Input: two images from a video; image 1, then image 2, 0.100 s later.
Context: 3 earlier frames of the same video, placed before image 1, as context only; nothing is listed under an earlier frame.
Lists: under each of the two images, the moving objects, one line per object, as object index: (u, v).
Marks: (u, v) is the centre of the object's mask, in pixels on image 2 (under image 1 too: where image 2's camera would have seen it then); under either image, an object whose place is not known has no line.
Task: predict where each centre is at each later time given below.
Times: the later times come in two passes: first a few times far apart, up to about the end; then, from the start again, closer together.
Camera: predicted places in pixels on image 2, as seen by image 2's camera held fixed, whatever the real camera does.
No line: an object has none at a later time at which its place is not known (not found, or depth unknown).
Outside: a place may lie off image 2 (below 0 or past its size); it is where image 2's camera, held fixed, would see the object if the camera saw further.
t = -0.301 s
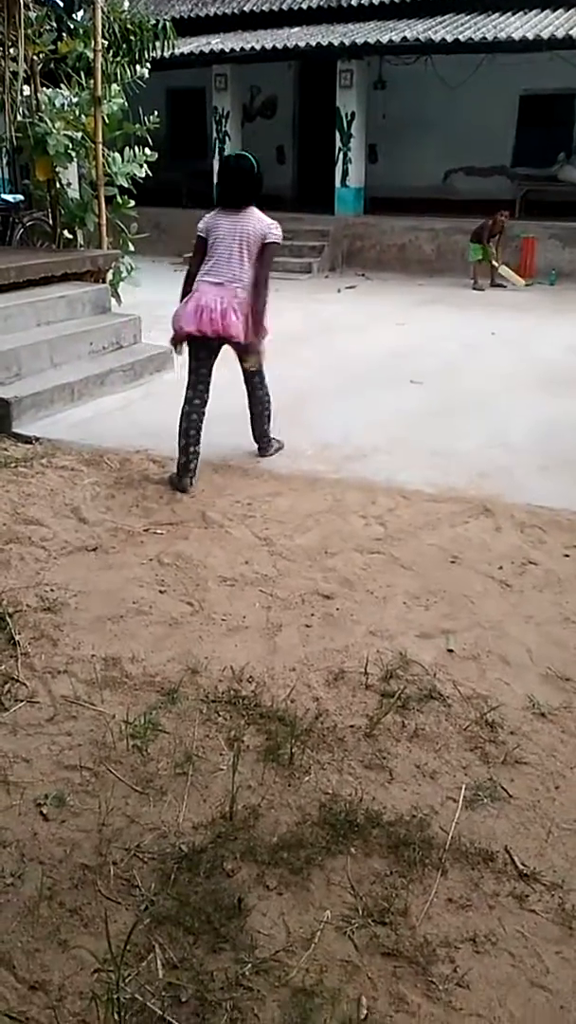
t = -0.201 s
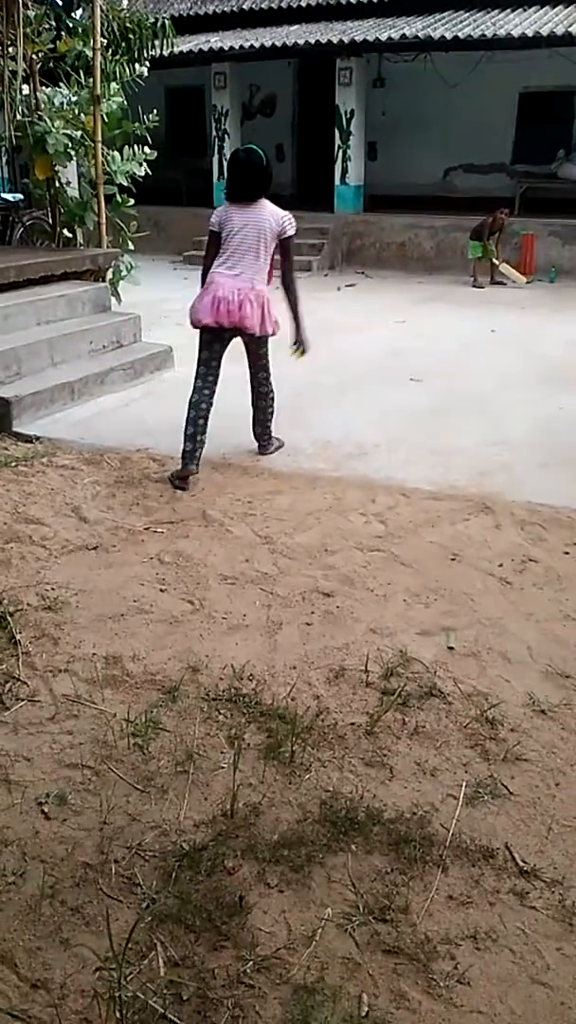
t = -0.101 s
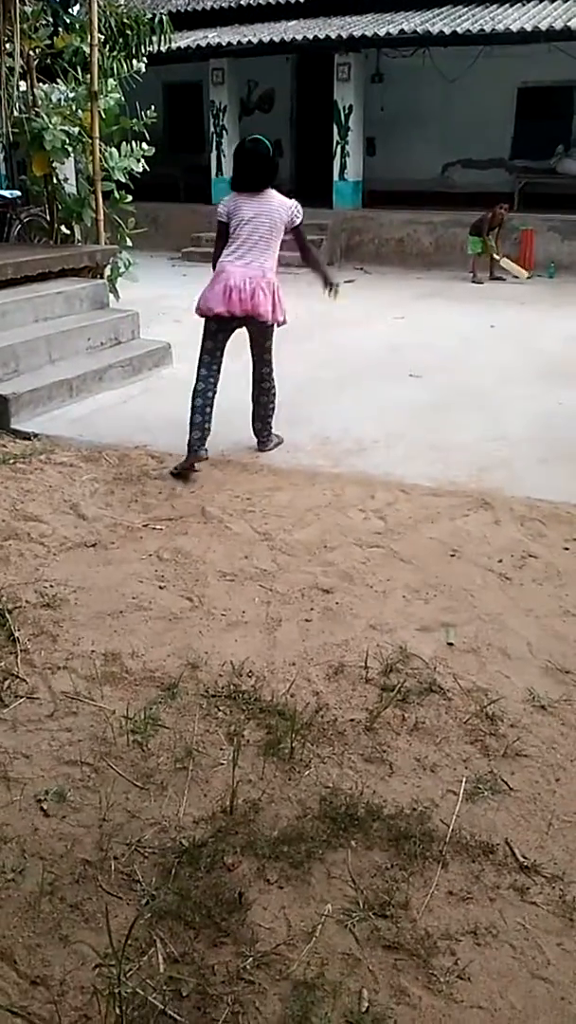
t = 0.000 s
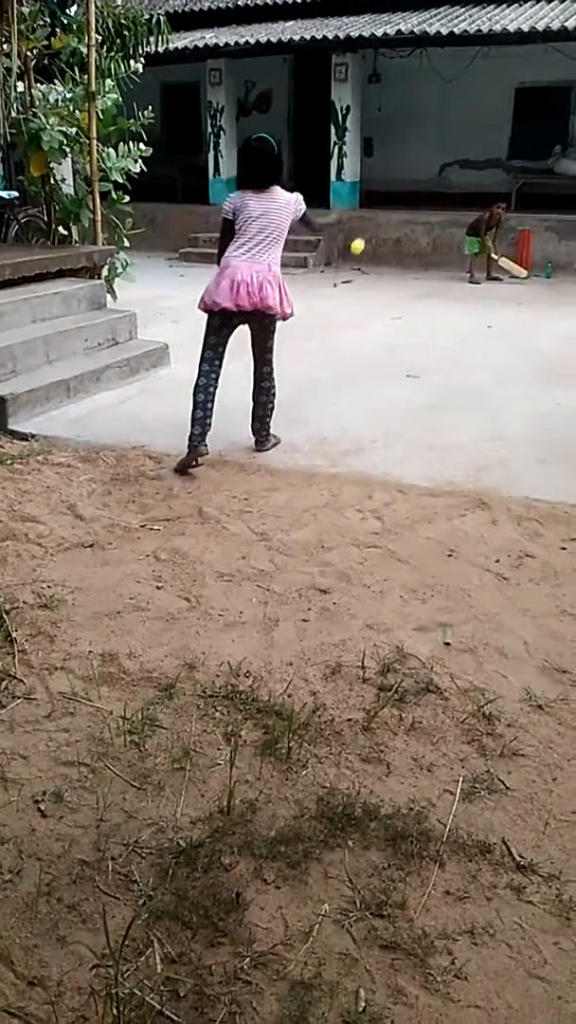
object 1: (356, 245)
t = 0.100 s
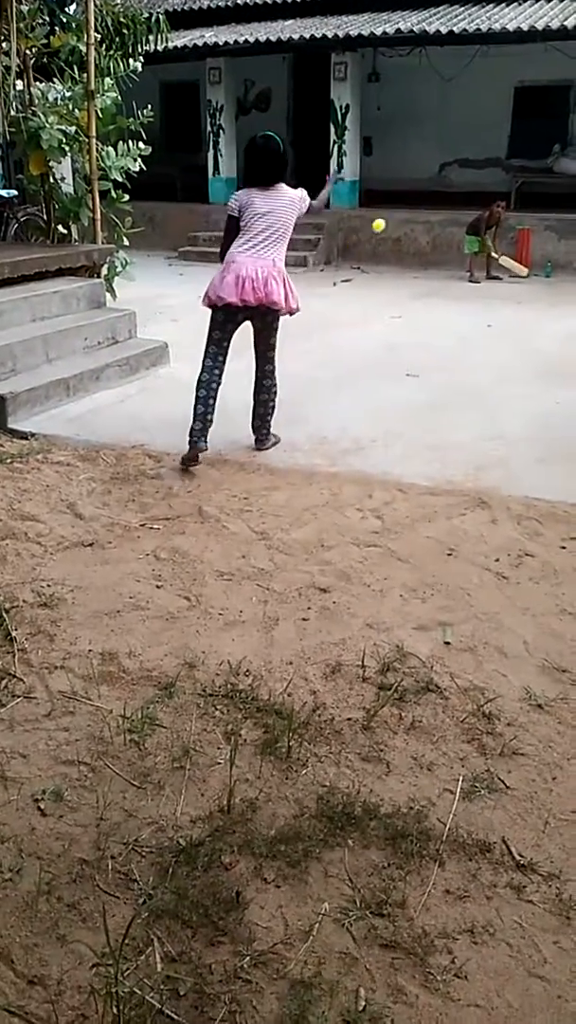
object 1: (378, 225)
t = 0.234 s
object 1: (402, 229)
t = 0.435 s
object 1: (428, 279)
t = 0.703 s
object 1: (451, 276)
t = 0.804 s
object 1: (458, 257)
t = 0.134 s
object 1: (385, 223)
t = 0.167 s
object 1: (391, 223)
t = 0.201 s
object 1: (396, 225)
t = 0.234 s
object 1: (402, 229)
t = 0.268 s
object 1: (407, 234)
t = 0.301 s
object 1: (412, 241)
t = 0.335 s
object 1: (416, 248)
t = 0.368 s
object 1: (420, 258)
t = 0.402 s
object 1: (424, 268)
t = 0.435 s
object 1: (428, 279)
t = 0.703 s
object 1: (451, 276)
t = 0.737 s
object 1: (453, 269)
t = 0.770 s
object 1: (456, 263)
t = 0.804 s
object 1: (458, 257)
